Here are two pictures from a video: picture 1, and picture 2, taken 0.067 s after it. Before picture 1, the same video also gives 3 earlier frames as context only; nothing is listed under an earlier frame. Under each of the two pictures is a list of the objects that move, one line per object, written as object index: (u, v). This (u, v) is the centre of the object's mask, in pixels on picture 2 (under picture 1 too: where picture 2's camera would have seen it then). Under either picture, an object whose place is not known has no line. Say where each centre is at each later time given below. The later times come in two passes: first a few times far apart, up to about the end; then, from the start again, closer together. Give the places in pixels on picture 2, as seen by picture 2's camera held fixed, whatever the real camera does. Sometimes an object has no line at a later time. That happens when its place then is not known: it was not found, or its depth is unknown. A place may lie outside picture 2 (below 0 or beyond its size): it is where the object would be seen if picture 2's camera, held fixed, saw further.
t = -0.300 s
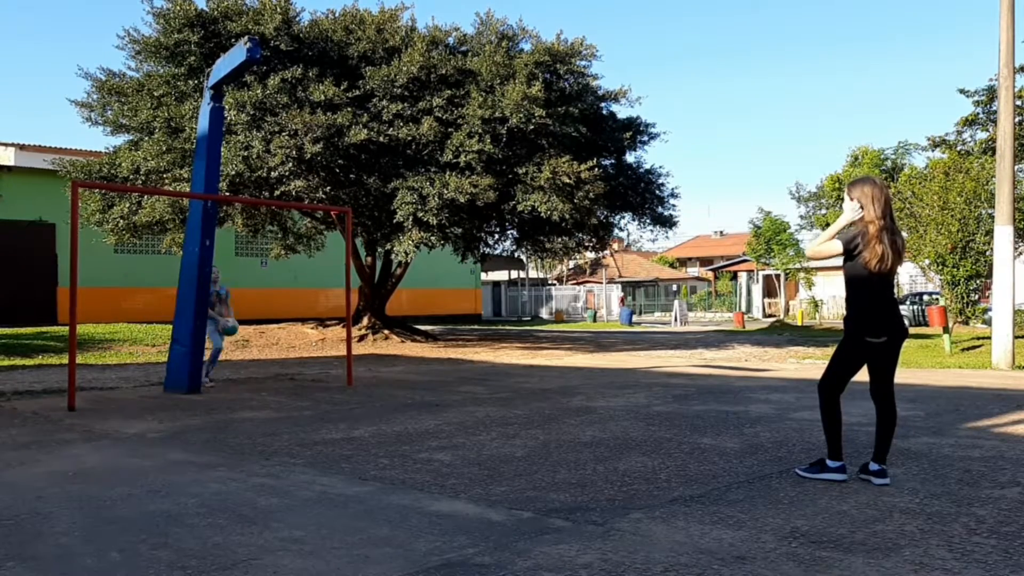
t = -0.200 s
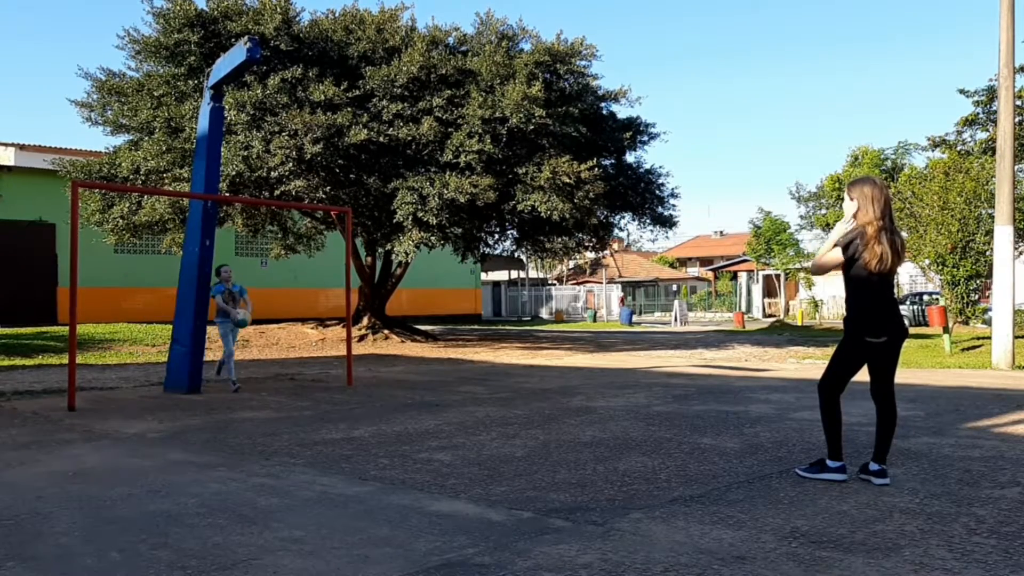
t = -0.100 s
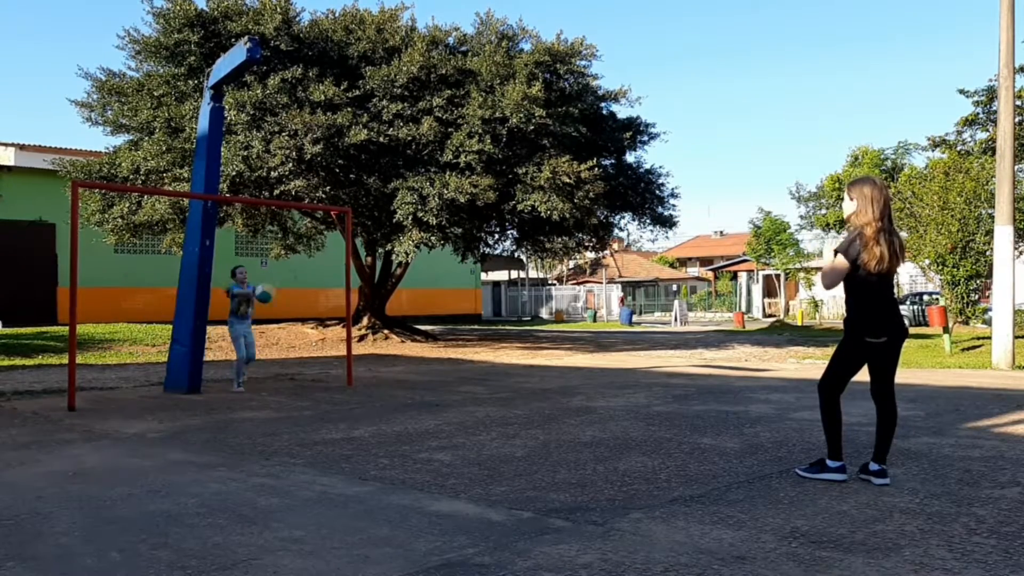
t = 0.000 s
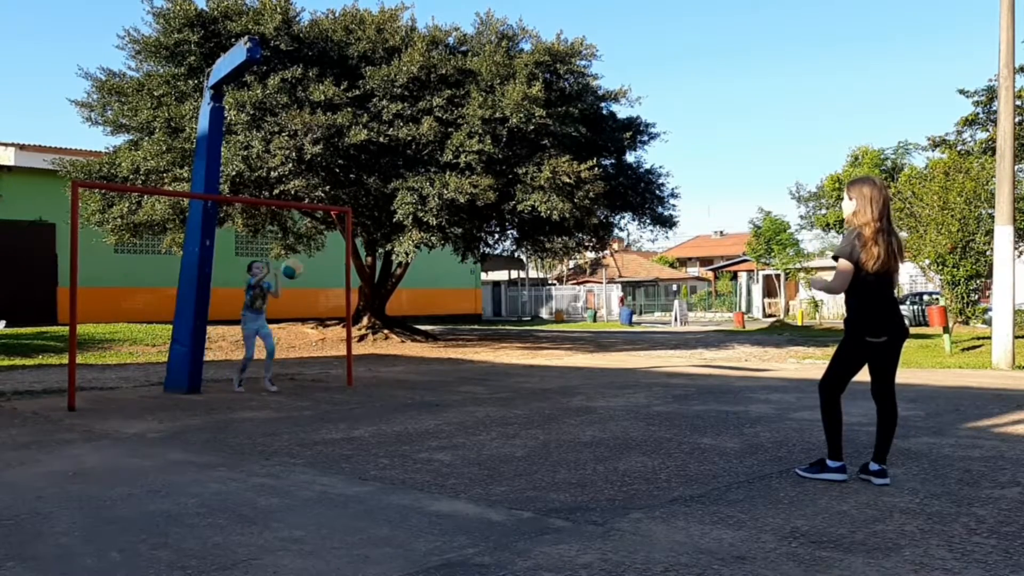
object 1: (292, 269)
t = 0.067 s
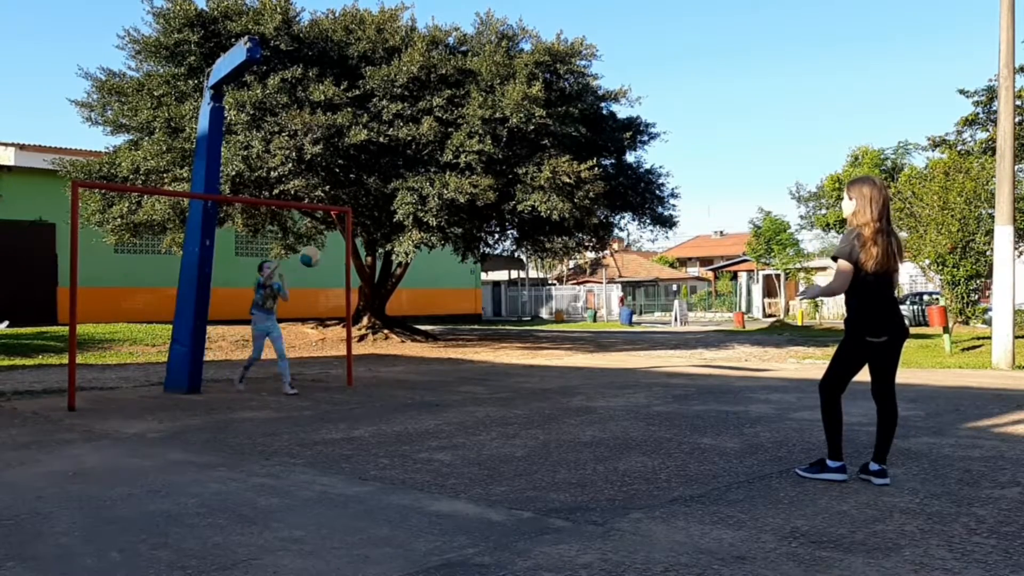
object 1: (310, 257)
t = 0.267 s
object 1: (369, 244)
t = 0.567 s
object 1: (463, 312)
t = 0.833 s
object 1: (542, 381)
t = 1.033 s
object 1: (575, 301)
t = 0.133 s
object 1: (329, 249)
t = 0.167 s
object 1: (339, 245)
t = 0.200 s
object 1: (349, 244)
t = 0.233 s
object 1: (359, 243)
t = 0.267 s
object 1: (369, 244)
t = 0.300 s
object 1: (379, 245)
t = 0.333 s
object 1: (389, 249)
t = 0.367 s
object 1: (400, 253)
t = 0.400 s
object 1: (410, 260)
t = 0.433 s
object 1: (421, 267)
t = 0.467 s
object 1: (431, 276)
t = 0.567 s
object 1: (463, 312)
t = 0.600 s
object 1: (474, 328)
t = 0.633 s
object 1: (485, 346)
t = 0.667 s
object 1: (497, 366)
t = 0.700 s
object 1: (509, 387)
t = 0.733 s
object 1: (522, 412)
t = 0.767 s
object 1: (531, 419)
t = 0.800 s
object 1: (536, 400)
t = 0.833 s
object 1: (542, 381)
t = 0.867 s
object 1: (547, 363)
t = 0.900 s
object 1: (553, 348)
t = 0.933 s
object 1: (558, 333)
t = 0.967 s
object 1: (565, 321)
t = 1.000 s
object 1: (570, 310)
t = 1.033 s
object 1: (575, 301)
